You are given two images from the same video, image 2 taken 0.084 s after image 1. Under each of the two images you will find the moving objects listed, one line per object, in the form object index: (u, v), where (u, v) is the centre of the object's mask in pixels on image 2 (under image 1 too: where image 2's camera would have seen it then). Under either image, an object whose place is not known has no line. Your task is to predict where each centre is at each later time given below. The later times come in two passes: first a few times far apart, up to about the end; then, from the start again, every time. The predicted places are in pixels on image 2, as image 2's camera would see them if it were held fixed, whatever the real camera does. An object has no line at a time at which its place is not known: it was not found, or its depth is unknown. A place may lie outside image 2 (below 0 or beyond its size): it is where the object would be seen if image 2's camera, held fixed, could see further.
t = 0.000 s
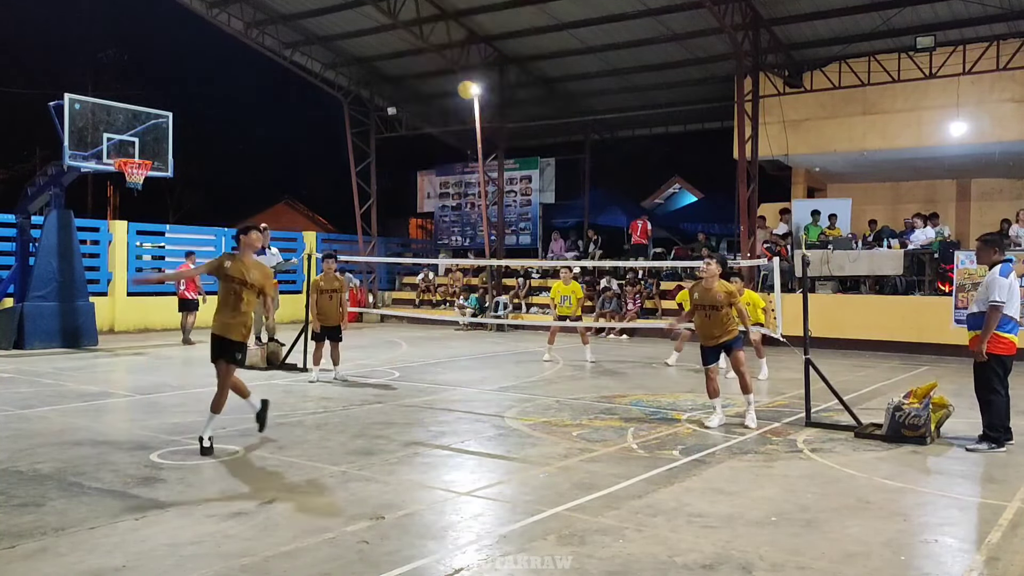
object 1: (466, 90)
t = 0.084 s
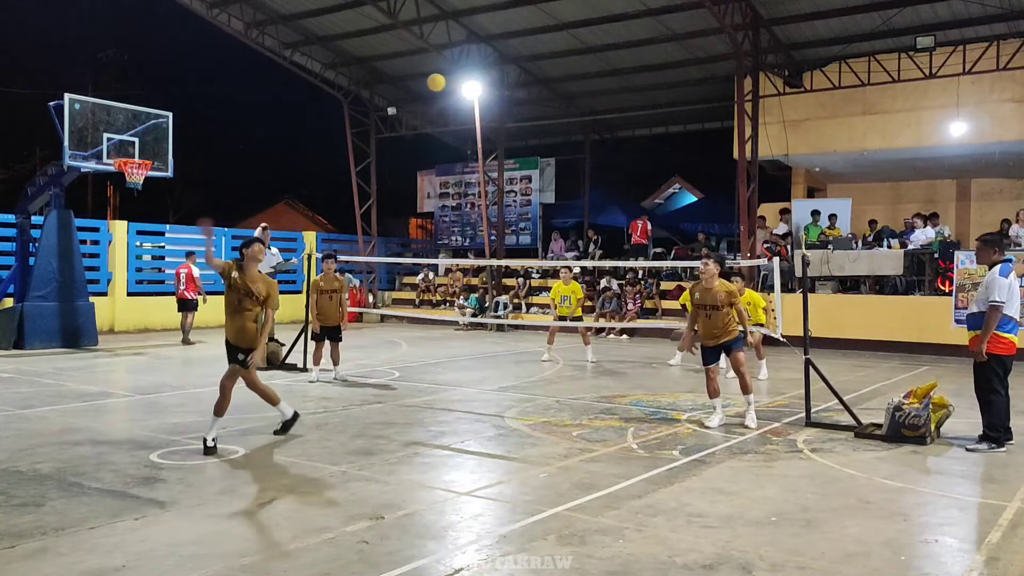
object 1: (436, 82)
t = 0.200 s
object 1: (392, 86)
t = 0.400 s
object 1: (312, 135)
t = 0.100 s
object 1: (430, 82)
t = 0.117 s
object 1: (424, 82)
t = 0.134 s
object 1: (417, 82)
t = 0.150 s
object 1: (411, 82)
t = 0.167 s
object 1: (405, 84)
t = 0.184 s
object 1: (398, 85)
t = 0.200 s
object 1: (392, 86)
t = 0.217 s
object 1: (385, 89)
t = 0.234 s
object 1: (379, 91)
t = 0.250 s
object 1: (372, 94)
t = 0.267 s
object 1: (366, 97)
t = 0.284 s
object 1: (359, 100)
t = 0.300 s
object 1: (353, 104)
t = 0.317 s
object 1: (346, 109)
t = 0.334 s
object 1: (340, 113)
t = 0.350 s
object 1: (333, 118)
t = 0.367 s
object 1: (326, 123)
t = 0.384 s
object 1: (319, 129)
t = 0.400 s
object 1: (312, 135)
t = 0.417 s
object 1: (306, 142)
